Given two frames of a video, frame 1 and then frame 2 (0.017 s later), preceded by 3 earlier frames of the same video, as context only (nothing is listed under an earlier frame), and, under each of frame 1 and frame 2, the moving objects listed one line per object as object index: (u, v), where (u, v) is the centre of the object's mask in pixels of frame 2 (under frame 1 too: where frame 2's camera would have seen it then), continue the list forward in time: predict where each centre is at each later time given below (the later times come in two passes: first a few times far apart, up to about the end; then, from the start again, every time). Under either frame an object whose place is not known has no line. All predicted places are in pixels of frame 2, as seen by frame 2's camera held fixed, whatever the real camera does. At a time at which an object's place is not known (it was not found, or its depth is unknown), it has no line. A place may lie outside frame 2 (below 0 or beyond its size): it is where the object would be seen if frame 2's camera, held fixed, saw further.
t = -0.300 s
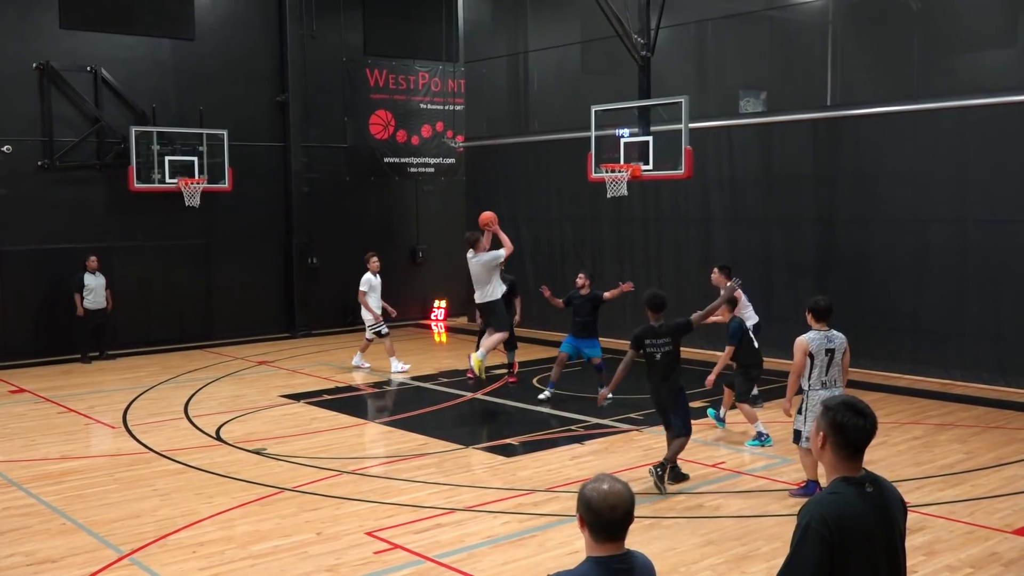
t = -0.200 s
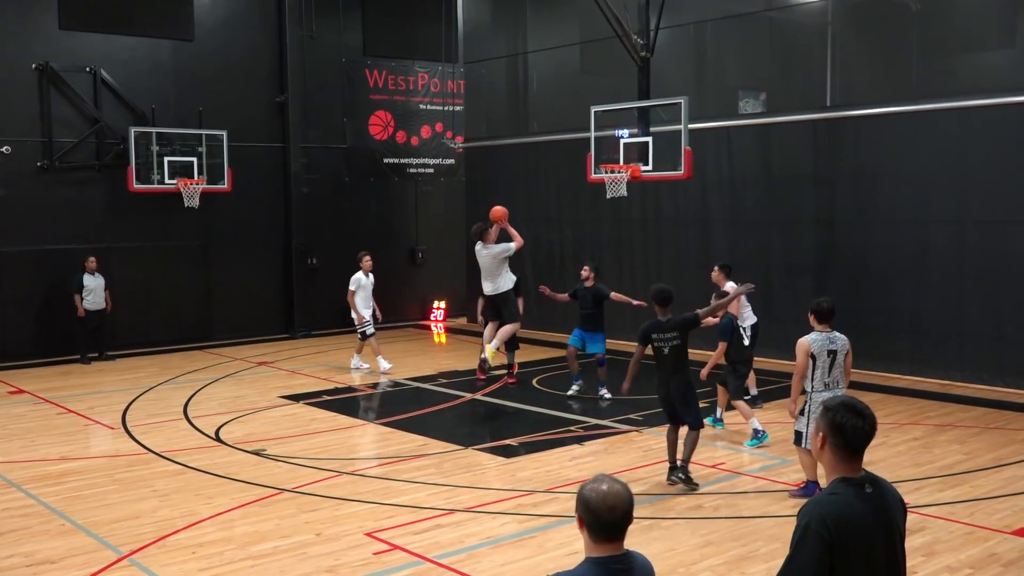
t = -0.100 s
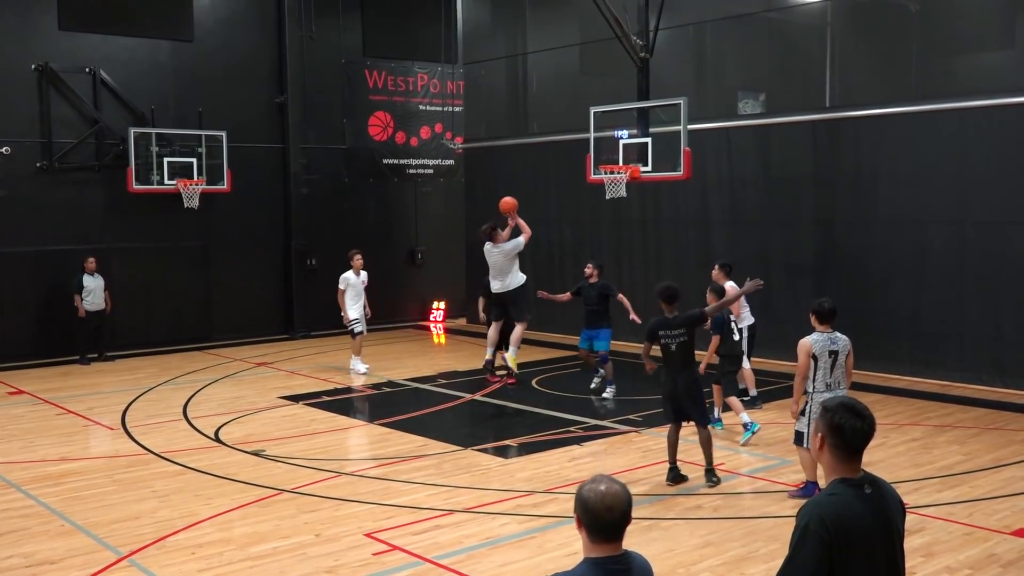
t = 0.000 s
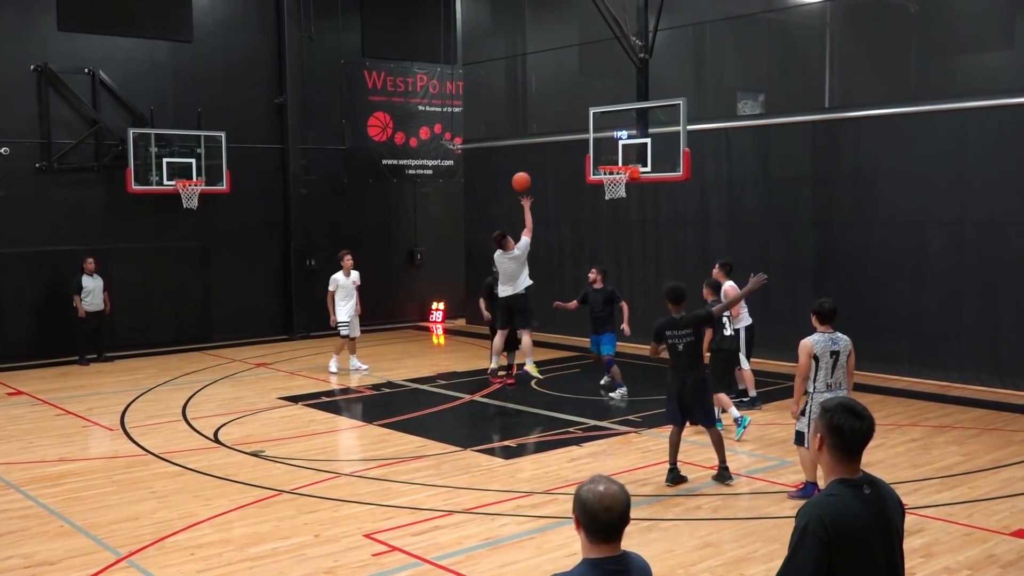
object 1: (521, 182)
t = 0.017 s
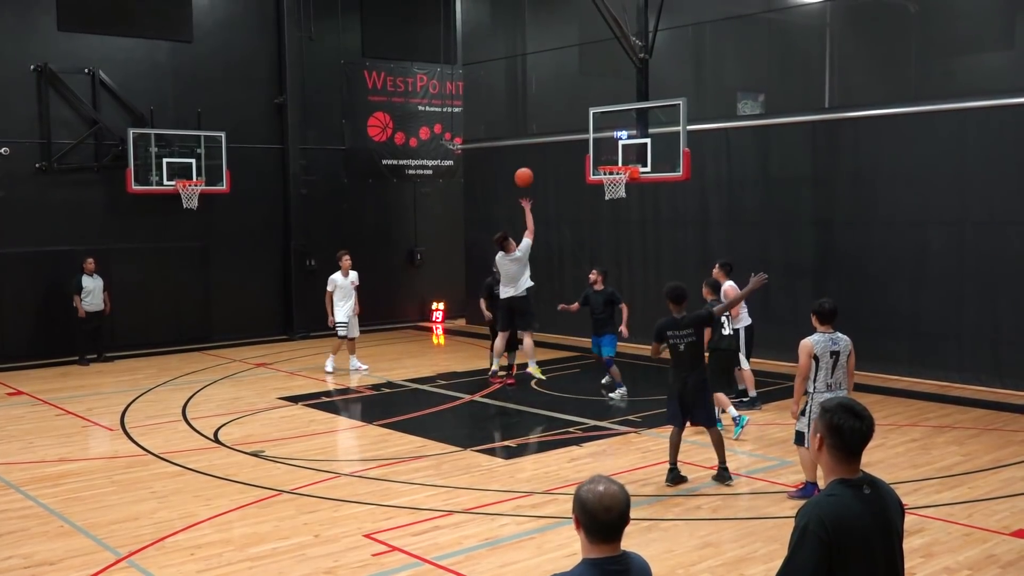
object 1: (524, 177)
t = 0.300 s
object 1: (567, 137)
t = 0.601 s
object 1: (609, 158)
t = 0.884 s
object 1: (618, 204)
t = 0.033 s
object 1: (526, 173)
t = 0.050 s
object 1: (529, 169)
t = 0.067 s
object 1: (531, 166)
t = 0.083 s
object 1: (534, 162)
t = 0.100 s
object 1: (537, 159)
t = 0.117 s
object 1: (539, 156)
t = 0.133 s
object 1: (542, 153)
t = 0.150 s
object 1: (544, 150)
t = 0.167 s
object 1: (547, 149)
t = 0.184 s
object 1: (549, 146)
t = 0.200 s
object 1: (552, 144)
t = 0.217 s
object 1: (554, 142)
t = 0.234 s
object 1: (557, 141)
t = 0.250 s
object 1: (559, 139)
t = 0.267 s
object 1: (562, 138)
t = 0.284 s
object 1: (564, 137)
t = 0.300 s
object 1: (567, 137)
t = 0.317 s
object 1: (569, 136)
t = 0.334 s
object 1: (572, 136)
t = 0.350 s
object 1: (574, 136)
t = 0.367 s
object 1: (576, 136)
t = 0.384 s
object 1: (579, 136)
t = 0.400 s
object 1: (581, 137)
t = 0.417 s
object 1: (584, 138)
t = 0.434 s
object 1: (586, 139)
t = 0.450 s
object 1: (588, 139)
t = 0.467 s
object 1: (590, 140)
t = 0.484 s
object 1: (593, 142)
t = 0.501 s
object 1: (595, 143)
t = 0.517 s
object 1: (598, 145)
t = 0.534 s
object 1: (600, 147)
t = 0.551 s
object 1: (602, 150)
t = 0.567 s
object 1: (604, 152)
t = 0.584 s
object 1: (607, 155)
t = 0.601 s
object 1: (609, 158)
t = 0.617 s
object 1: (611, 159)
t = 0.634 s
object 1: (613, 161)
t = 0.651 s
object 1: (615, 163)
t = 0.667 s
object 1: (618, 167)
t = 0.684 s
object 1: (618, 172)
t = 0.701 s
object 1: (620, 173)
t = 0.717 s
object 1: (622, 174)
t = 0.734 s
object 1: (623, 181)
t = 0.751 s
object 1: (620, 185)
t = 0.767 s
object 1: (620, 186)
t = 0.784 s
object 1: (620, 190)
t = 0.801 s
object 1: (621, 191)
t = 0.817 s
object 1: (620, 193)
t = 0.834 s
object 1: (620, 195)
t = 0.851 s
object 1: (620, 198)
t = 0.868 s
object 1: (619, 200)
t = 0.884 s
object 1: (618, 204)
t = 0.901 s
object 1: (618, 207)
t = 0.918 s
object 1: (617, 211)
